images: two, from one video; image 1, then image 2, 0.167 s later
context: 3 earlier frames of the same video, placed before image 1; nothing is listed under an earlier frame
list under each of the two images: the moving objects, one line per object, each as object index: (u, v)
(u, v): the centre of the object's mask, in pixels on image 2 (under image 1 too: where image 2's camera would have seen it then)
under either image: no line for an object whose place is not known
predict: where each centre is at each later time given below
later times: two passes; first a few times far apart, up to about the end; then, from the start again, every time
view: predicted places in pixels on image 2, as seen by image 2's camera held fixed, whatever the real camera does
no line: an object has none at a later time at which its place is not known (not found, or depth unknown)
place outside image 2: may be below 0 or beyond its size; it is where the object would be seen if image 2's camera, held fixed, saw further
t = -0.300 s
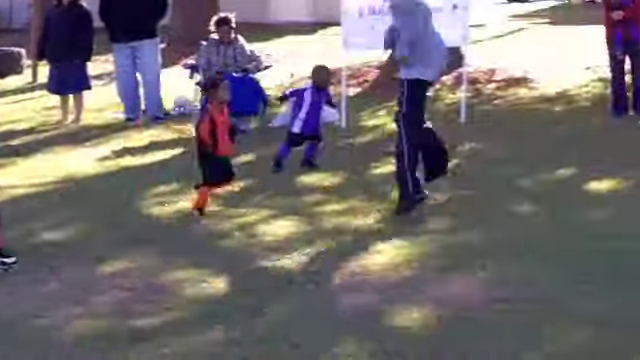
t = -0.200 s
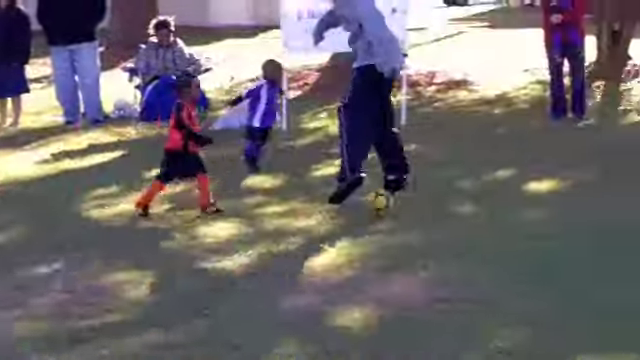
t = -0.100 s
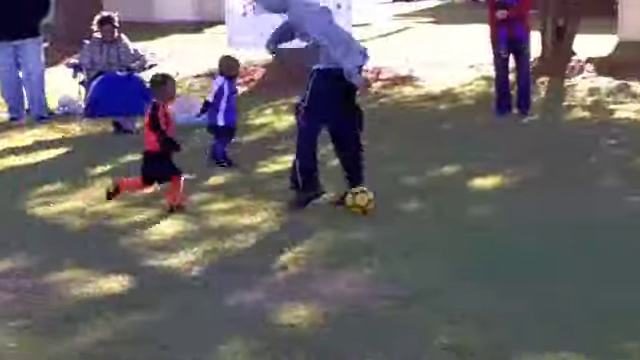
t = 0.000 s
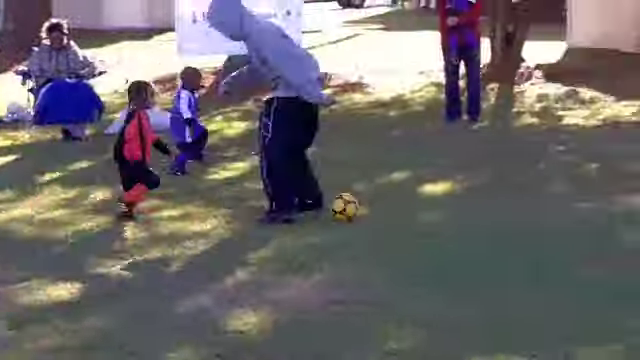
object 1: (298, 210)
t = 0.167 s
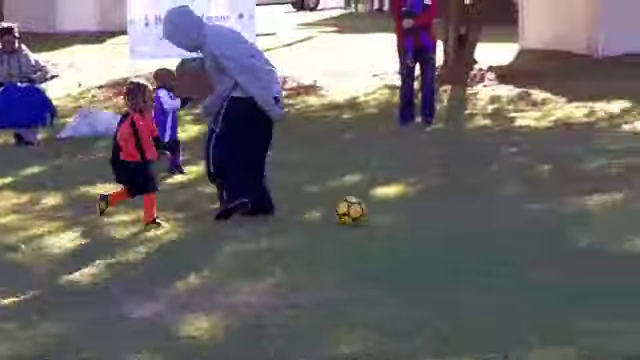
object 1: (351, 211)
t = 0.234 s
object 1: (372, 212)
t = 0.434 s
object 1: (431, 210)
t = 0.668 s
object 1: (495, 211)
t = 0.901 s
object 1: (553, 212)
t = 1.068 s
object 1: (591, 214)
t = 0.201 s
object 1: (361, 211)
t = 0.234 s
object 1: (372, 212)
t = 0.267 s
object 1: (381, 213)
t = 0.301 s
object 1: (393, 213)
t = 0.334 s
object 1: (403, 212)
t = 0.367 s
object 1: (413, 212)
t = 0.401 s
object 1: (422, 211)
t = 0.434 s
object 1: (431, 210)
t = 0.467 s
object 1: (440, 211)
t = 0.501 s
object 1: (450, 212)
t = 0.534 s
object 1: (460, 211)
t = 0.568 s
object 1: (469, 211)
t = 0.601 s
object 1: (478, 212)
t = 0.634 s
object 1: (487, 212)
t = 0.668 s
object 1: (495, 211)
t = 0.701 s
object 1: (505, 211)
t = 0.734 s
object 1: (513, 211)
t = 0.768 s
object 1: (520, 211)
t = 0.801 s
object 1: (529, 211)
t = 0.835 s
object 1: (538, 211)
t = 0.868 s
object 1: (545, 212)
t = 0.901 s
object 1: (553, 212)
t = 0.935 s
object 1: (562, 213)
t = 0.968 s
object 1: (569, 213)
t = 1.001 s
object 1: (577, 212)
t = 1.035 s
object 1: (583, 214)
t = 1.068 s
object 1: (591, 214)
